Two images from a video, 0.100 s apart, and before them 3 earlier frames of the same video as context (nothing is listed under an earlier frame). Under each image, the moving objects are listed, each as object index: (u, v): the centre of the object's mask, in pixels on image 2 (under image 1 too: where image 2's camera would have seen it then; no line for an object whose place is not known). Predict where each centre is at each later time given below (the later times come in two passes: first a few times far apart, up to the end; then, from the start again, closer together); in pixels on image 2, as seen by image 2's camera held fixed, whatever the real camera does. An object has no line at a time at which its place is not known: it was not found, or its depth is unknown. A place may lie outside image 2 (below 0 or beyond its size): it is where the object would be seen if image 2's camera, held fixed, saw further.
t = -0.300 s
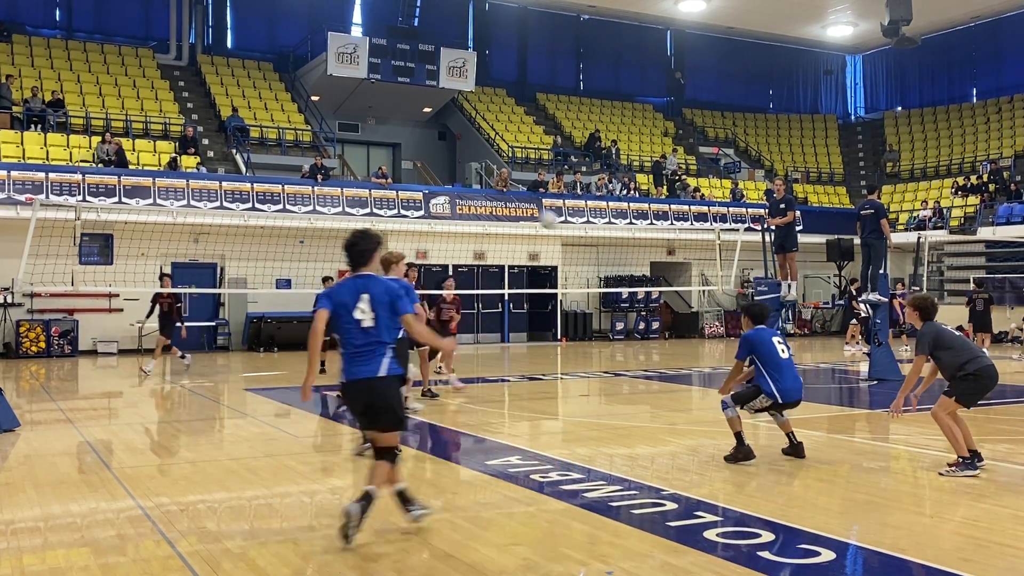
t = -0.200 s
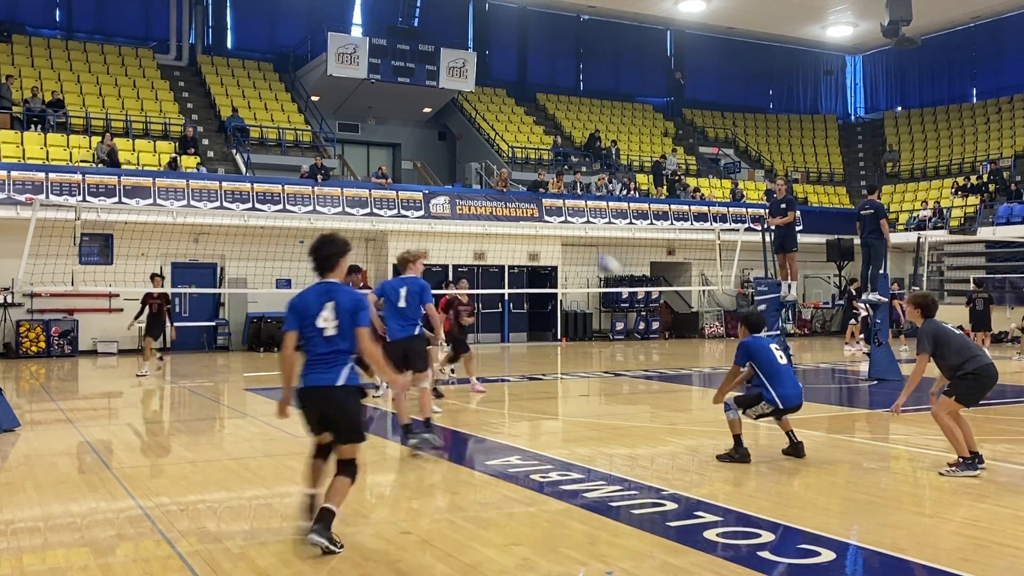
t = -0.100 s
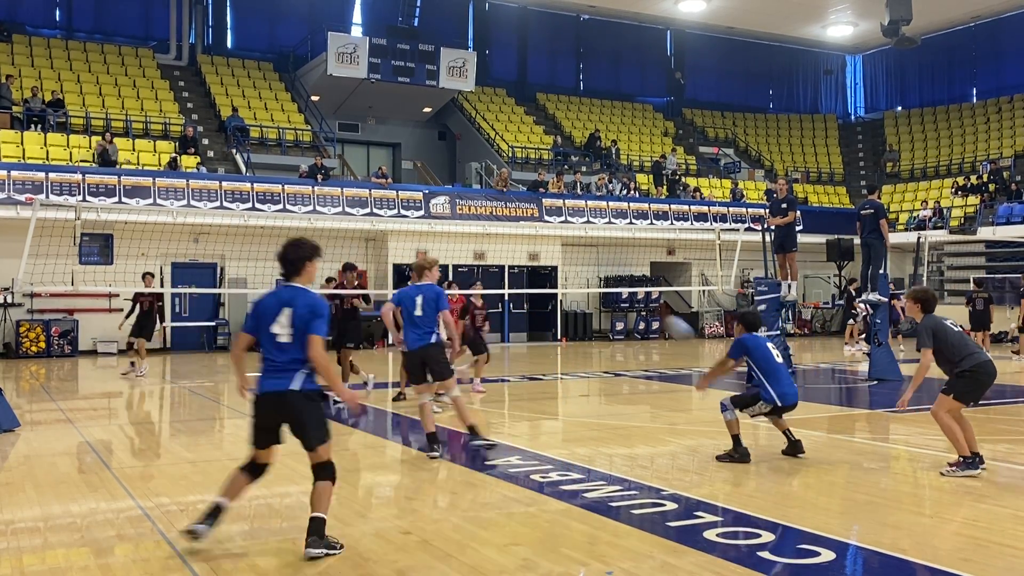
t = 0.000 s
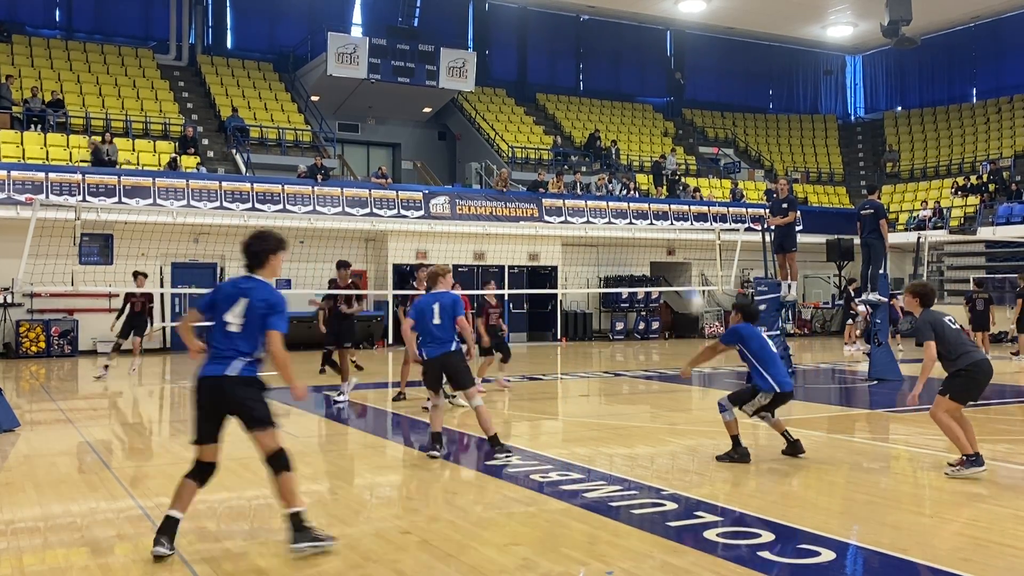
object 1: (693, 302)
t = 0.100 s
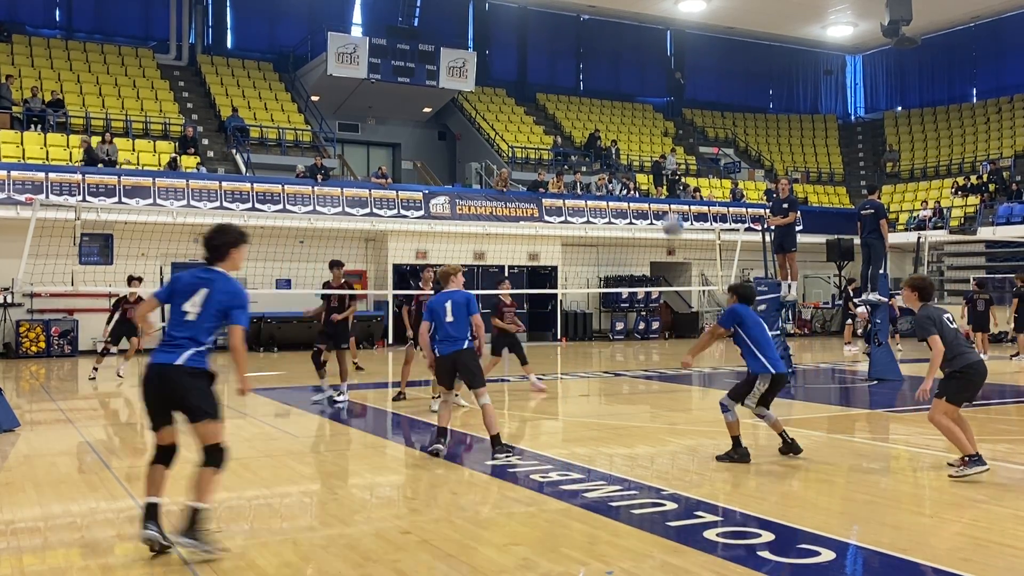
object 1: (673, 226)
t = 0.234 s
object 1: (653, 150)
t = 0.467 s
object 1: (621, 70)
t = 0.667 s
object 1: (600, 45)
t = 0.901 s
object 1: (577, 62)
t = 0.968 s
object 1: (571, 75)
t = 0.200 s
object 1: (658, 167)
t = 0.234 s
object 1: (653, 150)
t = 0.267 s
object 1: (647, 134)
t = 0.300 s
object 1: (644, 121)
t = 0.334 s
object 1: (639, 109)
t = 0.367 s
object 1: (634, 97)
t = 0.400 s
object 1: (630, 87)
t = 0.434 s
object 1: (626, 78)
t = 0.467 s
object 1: (621, 70)
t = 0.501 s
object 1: (617, 63)
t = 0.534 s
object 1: (613, 57)
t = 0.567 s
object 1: (610, 52)
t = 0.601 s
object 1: (607, 49)
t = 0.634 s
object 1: (603, 47)
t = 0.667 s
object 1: (600, 45)
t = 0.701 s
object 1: (596, 44)
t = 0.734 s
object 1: (593, 45)
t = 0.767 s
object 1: (590, 47)
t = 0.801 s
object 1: (587, 49)
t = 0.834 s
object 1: (583, 52)
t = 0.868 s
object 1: (580, 57)
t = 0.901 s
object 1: (577, 62)
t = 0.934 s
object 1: (574, 68)
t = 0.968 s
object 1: (571, 75)
